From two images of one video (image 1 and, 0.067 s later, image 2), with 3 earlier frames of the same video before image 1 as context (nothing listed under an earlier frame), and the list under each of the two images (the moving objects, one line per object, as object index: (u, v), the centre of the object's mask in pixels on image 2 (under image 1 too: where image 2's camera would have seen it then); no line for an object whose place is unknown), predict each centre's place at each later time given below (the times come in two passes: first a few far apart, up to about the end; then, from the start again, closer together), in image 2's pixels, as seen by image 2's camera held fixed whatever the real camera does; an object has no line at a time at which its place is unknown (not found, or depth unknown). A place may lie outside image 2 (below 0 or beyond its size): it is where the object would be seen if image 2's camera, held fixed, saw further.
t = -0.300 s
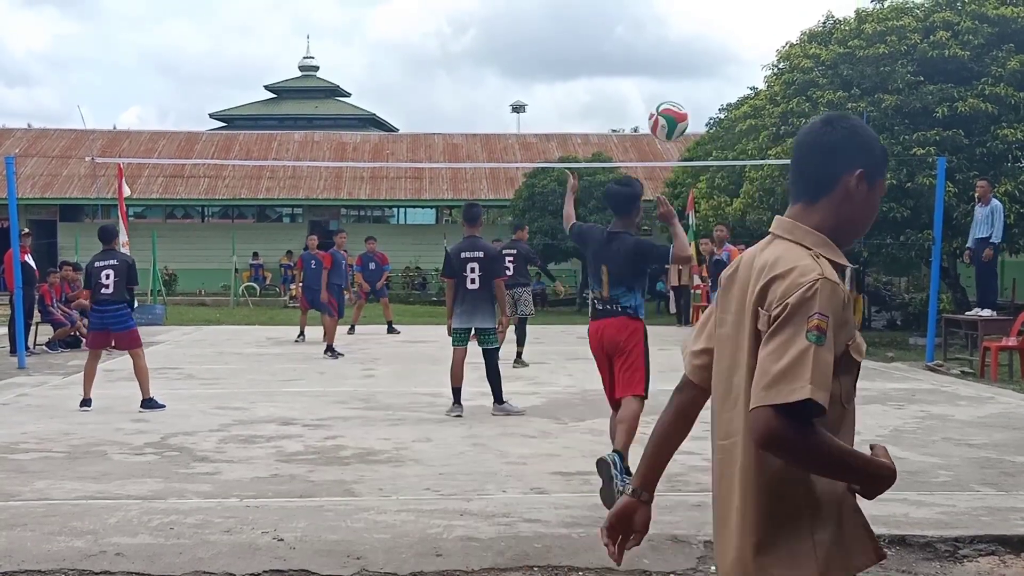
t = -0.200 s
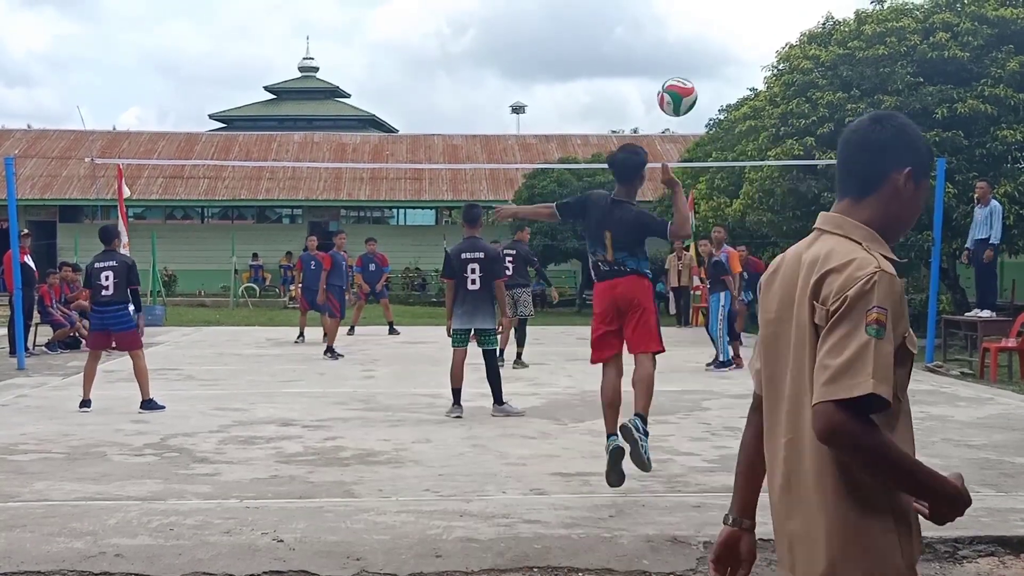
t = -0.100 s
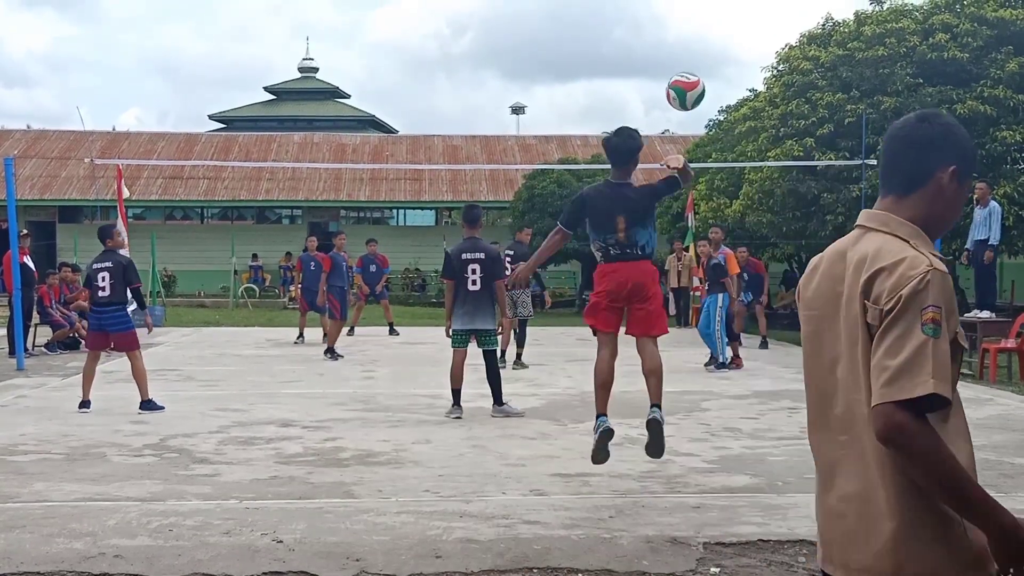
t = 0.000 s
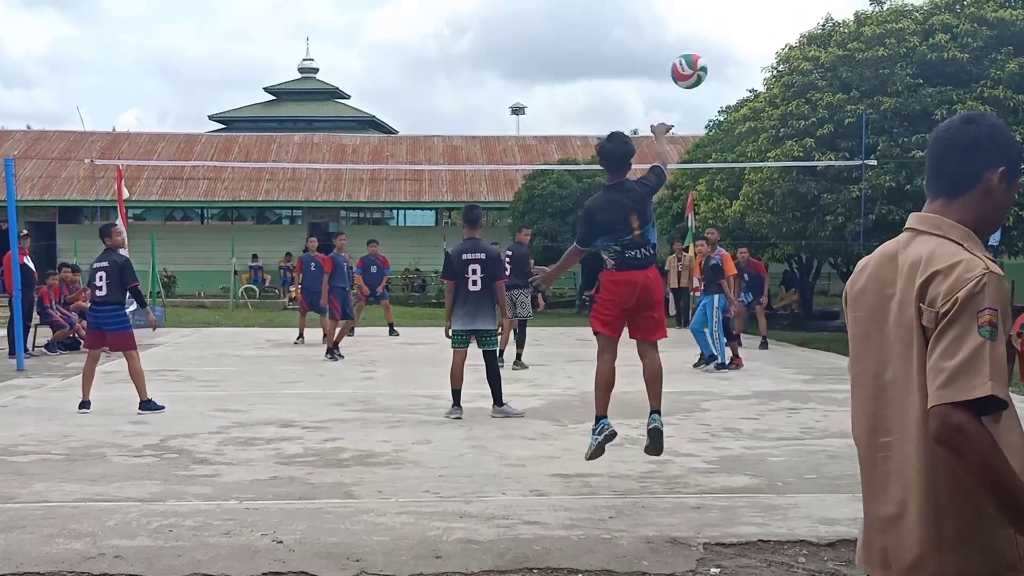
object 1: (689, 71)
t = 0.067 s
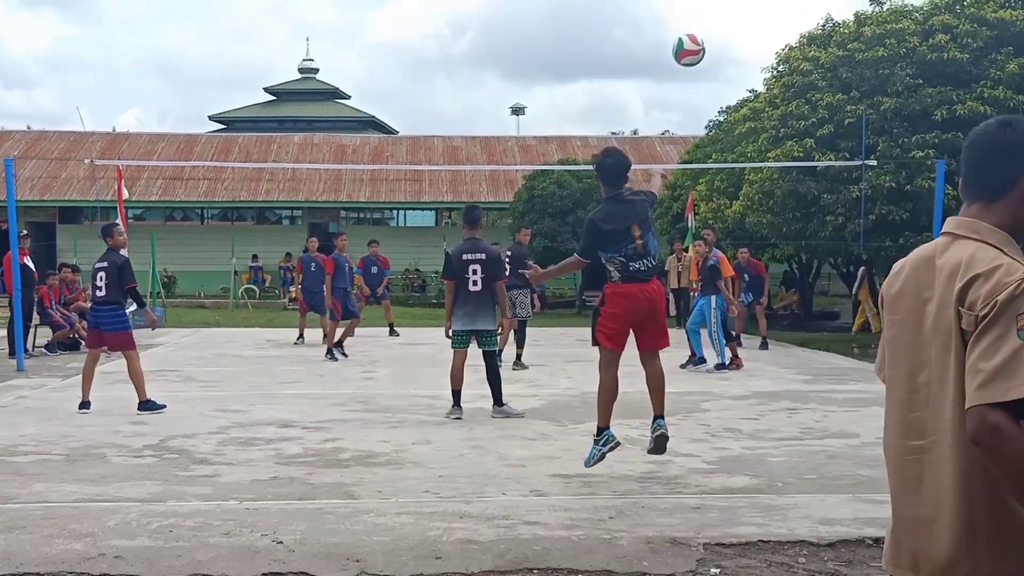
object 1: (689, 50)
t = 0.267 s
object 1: (688, 39)
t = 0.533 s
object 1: (689, 91)
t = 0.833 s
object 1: (690, 171)
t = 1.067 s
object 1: (713, 169)
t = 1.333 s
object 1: (744, 215)
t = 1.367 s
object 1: (748, 226)
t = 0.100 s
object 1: (689, 44)
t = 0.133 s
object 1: (688, 40)
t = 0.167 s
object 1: (688, 37)
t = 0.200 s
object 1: (688, 36)
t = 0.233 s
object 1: (689, 37)
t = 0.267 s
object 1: (688, 39)
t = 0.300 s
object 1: (688, 42)
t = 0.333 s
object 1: (689, 47)
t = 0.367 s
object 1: (689, 52)
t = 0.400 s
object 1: (689, 58)
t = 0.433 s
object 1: (689, 66)
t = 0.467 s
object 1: (689, 73)
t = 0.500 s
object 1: (689, 81)
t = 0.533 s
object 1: (689, 91)
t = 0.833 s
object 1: (690, 171)
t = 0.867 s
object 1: (692, 172)
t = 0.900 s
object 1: (695, 172)
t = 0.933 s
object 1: (699, 169)
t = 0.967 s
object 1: (703, 168)
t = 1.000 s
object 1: (706, 167)
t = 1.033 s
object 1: (710, 167)
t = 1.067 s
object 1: (713, 169)
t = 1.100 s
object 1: (717, 170)
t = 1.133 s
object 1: (720, 174)
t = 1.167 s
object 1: (725, 178)
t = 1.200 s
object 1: (729, 183)
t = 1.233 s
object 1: (732, 189)
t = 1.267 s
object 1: (736, 196)
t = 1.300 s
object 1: (740, 206)
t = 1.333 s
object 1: (744, 215)
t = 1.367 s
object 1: (748, 226)
